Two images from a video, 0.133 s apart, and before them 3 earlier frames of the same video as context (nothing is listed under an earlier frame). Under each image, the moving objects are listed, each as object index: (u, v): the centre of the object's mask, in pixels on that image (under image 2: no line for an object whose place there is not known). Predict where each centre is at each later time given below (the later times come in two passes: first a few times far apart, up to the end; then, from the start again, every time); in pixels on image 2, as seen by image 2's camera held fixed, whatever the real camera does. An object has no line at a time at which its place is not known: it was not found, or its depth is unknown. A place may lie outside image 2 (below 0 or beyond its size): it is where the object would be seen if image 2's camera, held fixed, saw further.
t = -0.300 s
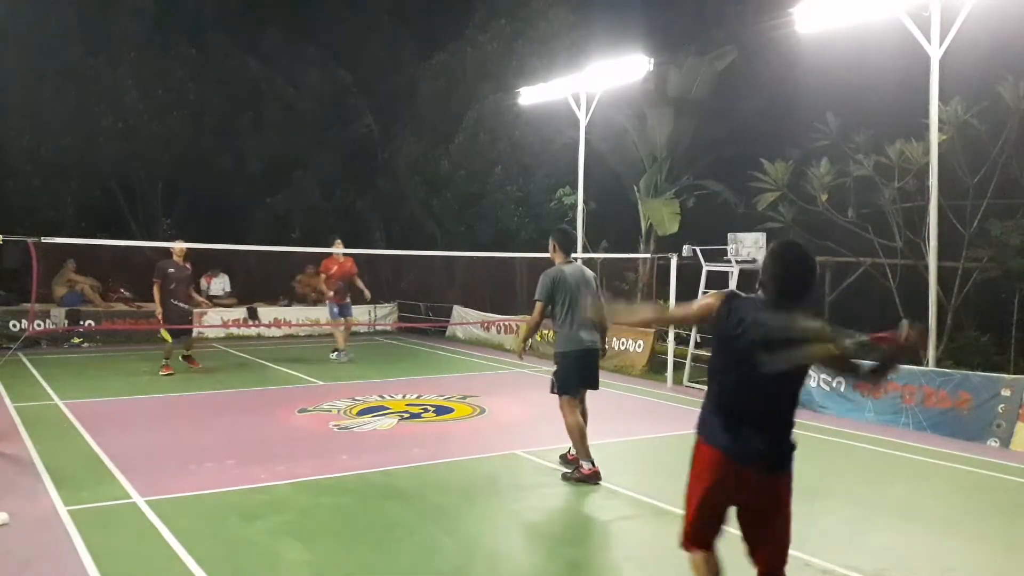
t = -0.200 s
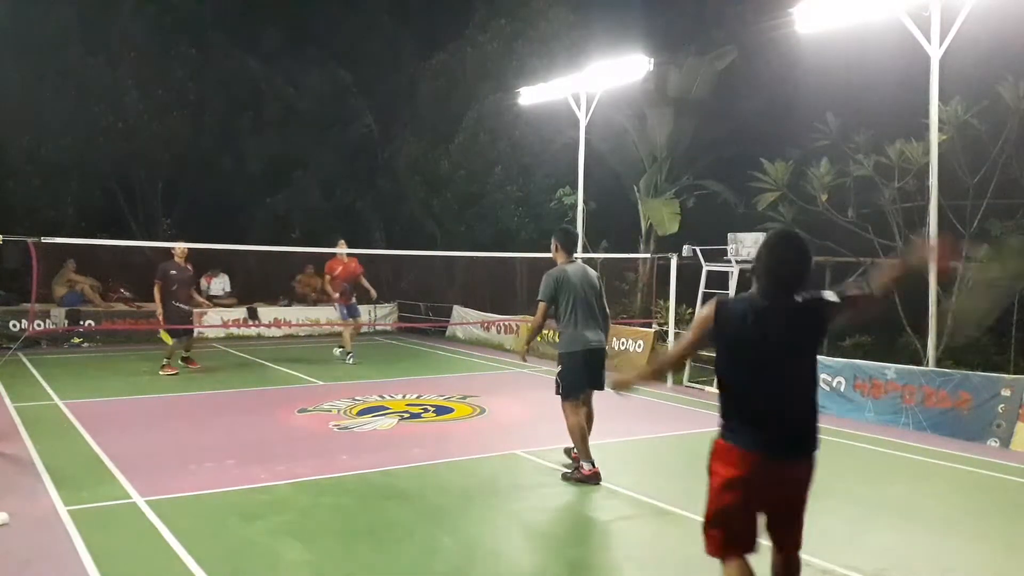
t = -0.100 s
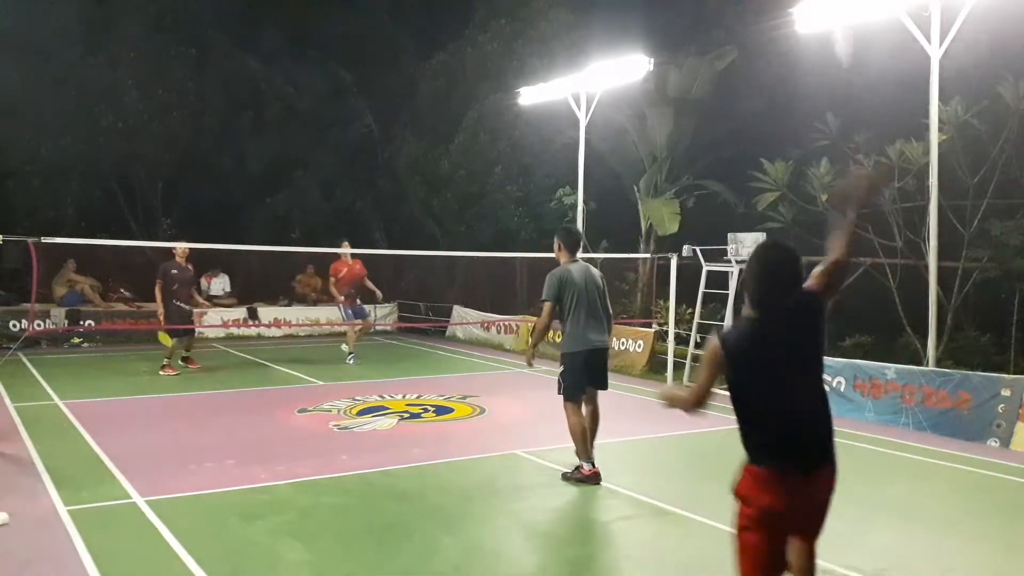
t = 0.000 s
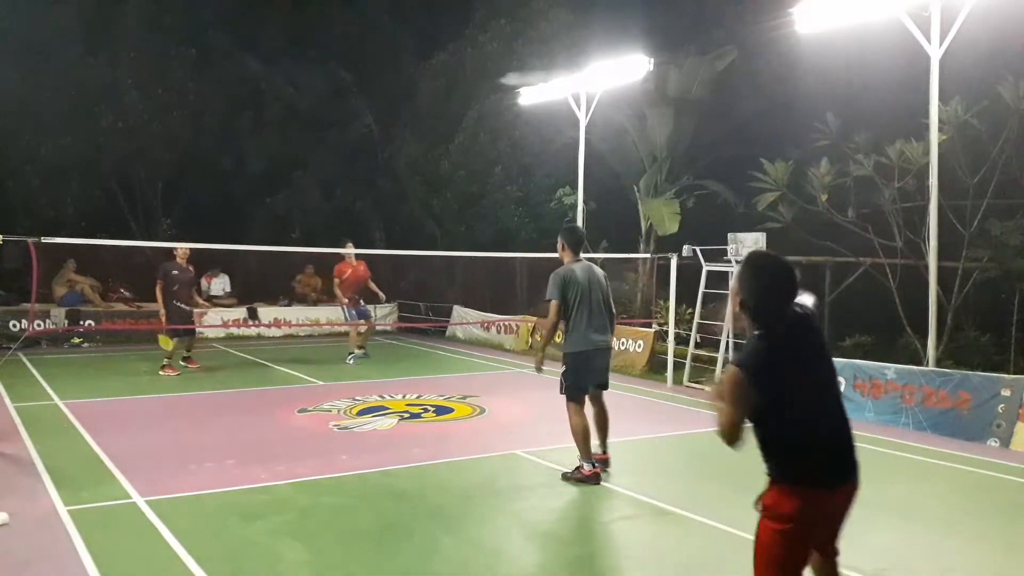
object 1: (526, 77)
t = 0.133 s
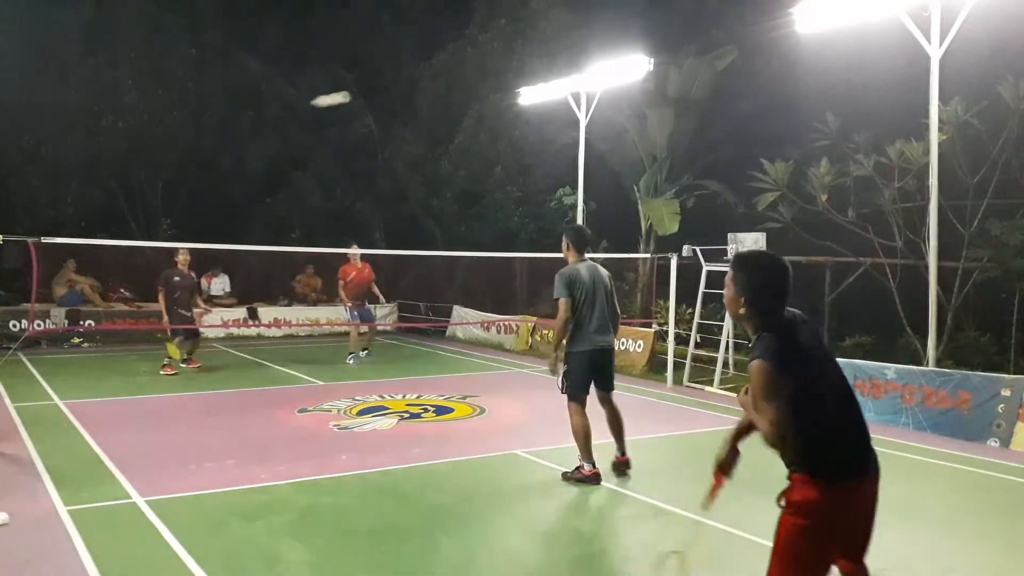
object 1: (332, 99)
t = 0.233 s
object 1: (250, 122)
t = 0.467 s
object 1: (147, 194)
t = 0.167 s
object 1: (300, 106)
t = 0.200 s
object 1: (273, 114)
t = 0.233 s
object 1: (250, 122)
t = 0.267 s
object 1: (229, 131)
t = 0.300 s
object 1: (212, 140)
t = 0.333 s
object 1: (196, 150)
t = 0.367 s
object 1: (181, 161)
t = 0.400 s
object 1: (169, 171)
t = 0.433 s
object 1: (157, 183)
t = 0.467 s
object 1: (147, 194)
